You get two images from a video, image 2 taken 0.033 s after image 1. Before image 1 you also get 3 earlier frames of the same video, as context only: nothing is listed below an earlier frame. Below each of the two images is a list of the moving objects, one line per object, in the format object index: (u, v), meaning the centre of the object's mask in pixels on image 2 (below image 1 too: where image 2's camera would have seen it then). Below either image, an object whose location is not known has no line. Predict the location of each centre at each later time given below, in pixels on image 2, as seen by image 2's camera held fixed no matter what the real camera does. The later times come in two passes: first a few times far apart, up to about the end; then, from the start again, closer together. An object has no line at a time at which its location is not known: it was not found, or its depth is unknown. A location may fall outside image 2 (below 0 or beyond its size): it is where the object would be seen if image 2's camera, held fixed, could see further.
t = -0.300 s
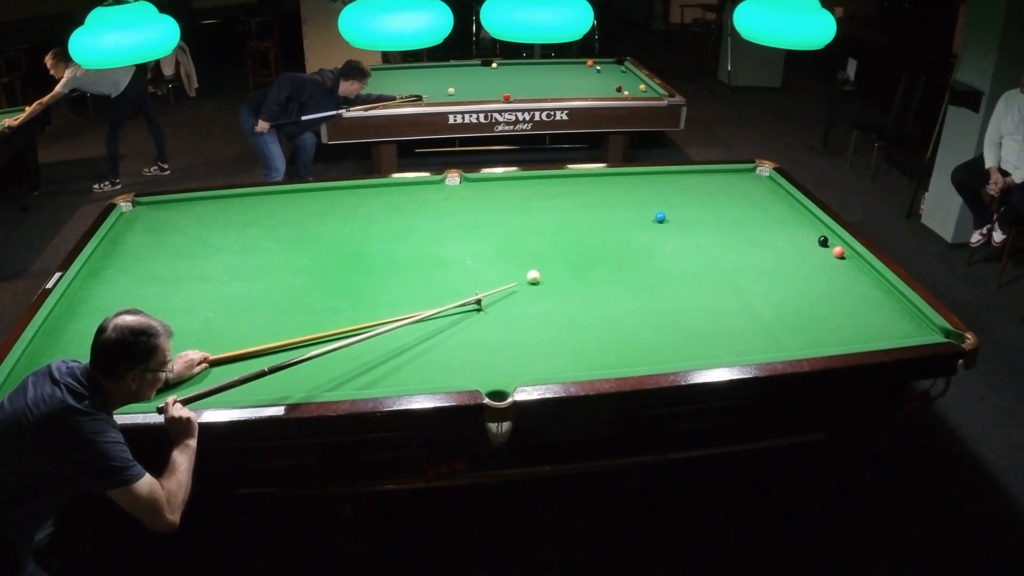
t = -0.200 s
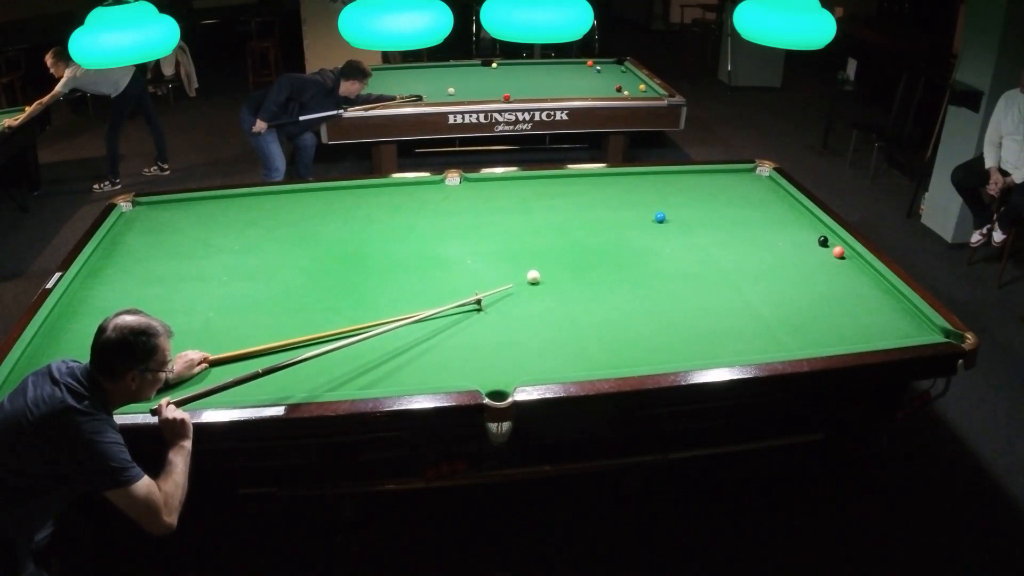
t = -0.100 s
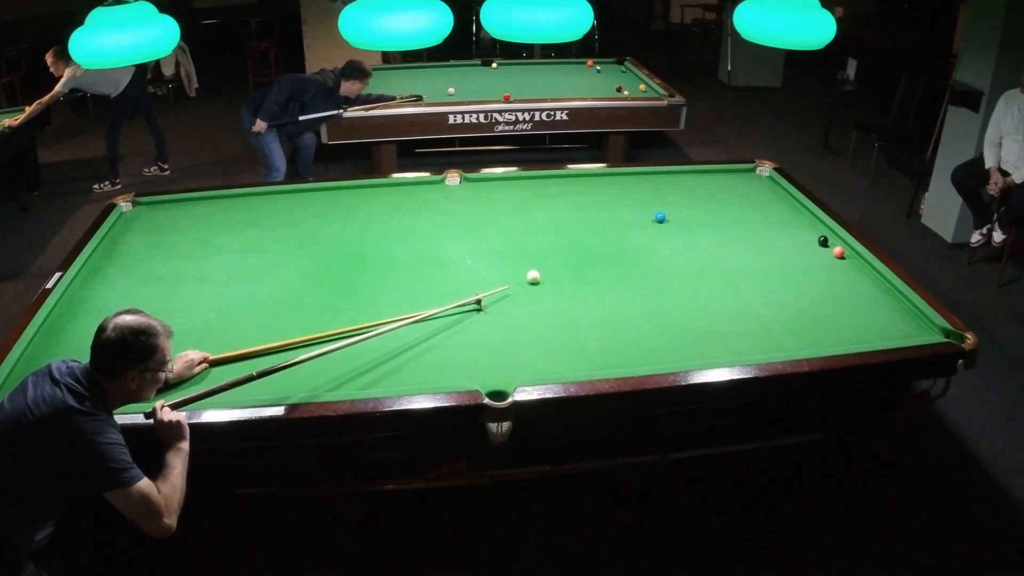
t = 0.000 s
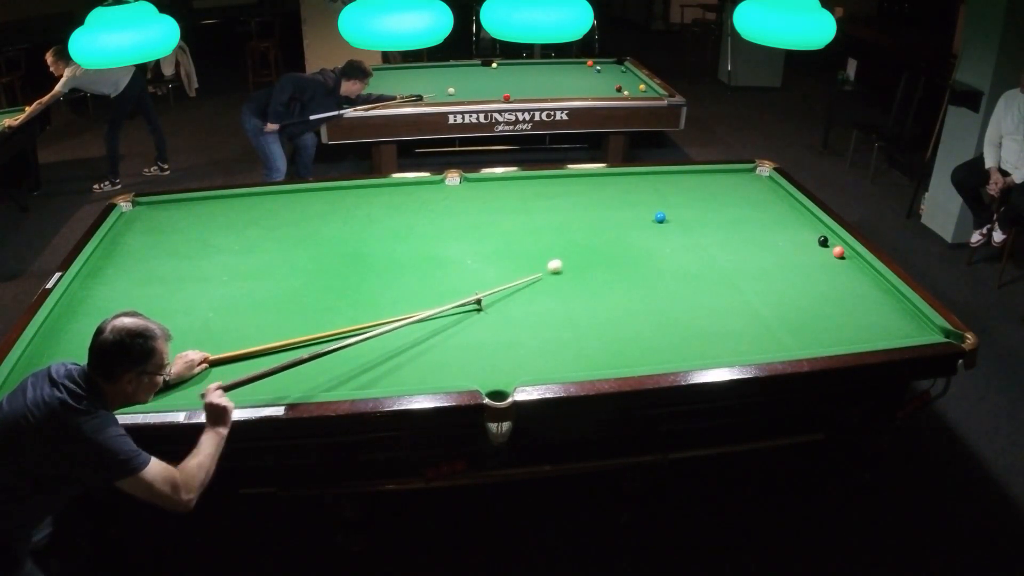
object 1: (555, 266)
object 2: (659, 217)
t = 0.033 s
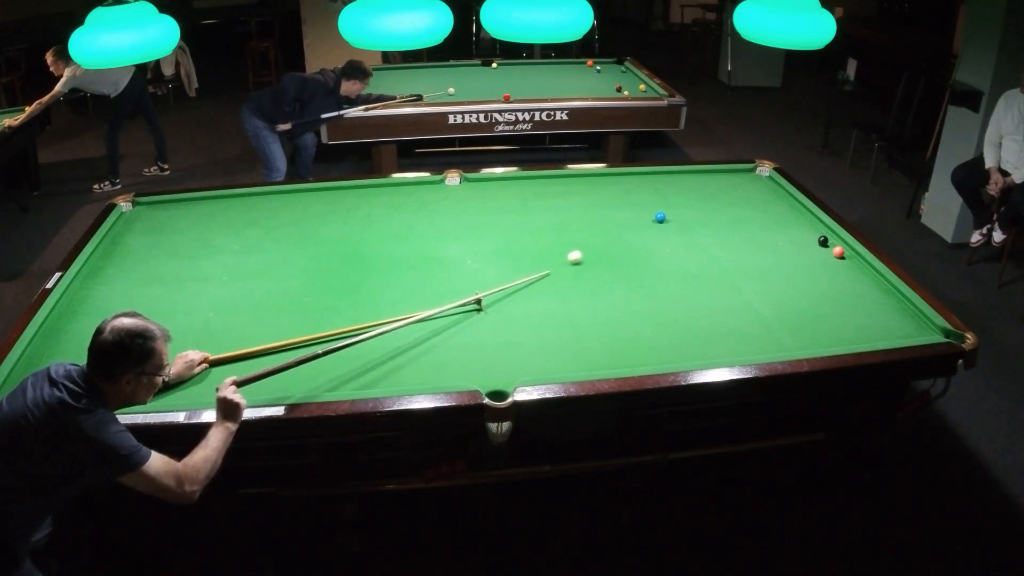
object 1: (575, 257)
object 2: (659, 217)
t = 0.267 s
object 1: (658, 221)
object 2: (677, 206)
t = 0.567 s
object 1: (674, 224)
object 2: (734, 172)
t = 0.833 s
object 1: (685, 225)
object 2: (766, 184)
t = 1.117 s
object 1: (695, 227)
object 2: (754, 204)
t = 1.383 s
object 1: (703, 228)
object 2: (741, 224)
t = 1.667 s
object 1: (709, 229)
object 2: (726, 248)
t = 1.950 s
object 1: (714, 230)
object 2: (709, 277)
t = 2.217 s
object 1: (717, 230)
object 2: (690, 305)
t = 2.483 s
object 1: (719, 230)
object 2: (670, 337)
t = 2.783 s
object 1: (719, 230)
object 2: (636, 359)
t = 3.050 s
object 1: (719, 230)
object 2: (593, 340)
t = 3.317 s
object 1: (719, 230)
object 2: (555, 322)
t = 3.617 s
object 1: (719, 230)
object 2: (516, 303)
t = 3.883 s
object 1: (719, 230)
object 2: (485, 289)
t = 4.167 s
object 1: (719, 230)
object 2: (457, 276)
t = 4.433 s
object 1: (719, 230)
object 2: (433, 264)
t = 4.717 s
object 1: (719, 230)
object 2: (410, 254)
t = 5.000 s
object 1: (719, 230)
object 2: (390, 244)
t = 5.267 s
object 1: (719, 230)
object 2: (374, 236)
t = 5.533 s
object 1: (719, 230)
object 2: (360, 229)
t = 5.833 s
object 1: (719, 230)
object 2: (346, 222)
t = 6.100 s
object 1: (719, 230)
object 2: (334, 216)
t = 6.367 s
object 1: (719, 230)
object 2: (325, 211)
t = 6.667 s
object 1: (719, 230)
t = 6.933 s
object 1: (719, 230)
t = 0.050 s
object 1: (584, 253)
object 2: (659, 218)
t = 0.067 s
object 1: (593, 249)
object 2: (659, 218)
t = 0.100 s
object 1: (610, 241)
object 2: (659, 218)
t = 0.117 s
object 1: (618, 237)
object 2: (659, 217)
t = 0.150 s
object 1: (634, 230)
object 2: (659, 217)
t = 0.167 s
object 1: (641, 227)
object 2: (659, 218)
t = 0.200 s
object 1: (654, 221)
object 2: (661, 216)
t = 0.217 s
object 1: (656, 221)
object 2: (665, 215)
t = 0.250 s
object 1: (658, 221)
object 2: (673, 209)
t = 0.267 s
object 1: (658, 221)
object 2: (677, 206)
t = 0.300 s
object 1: (660, 222)
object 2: (686, 201)
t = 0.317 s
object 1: (661, 222)
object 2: (690, 199)
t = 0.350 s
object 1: (663, 222)
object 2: (697, 195)
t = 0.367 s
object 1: (664, 222)
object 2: (701, 193)
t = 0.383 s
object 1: (665, 222)
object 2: (704, 191)
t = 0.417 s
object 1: (666, 223)
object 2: (710, 187)
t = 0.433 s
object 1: (667, 223)
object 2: (713, 185)
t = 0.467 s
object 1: (669, 223)
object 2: (719, 182)
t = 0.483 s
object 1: (670, 223)
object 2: (721, 180)
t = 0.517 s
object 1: (671, 223)
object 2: (726, 177)
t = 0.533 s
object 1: (672, 224)
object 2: (729, 175)
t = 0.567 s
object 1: (674, 224)
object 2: (734, 172)
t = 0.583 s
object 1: (674, 224)
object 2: (736, 171)
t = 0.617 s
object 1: (676, 224)
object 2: (744, 172)
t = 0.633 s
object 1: (677, 224)
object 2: (747, 173)
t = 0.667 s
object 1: (678, 224)
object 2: (755, 175)
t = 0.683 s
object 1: (679, 224)
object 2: (759, 176)
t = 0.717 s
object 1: (680, 225)
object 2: (765, 178)
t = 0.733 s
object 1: (681, 225)
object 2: (769, 179)
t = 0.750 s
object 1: (682, 225)
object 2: (769, 179)
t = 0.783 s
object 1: (683, 225)
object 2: (768, 181)
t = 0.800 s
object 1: (684, 225)
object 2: (767, 182)
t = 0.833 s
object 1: (685, 225)
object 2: (766, 184)
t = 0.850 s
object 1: (686, 225)
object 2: (765, 185)
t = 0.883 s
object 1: (687, 226)
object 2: (764, 187)
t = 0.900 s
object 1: (688, 226)
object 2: (763, 189)
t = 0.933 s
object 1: (689, 226)
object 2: (762, 192)
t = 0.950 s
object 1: (690, 226)
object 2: (761, 193)
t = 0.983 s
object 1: (691, 226)
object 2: (760, 194)
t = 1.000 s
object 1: (691, 226)
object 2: (759, 196)
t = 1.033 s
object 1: (692, 227)
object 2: (757, 198)
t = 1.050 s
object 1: (693, 227)
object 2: (757, 200)
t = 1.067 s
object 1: (694, 227)
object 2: (756, 201)
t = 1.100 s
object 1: (694, 227)
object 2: (755, 202)
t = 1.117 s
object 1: (695, 227)
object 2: (754, 204)
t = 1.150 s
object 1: (696, 227)
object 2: (753, 206)
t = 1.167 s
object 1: (697, 227)
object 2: (752, 208)
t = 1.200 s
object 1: (698, 227)
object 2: (750, 210)
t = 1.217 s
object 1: (698, 227)
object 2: (749, 211)
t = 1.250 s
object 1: (699, 228)
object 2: (748, 214)
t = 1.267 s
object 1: (700, 228)
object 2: (747, 215)
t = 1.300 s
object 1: (700, 228)
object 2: (745, 218)
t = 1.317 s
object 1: (701, 228)
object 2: (744, 219)
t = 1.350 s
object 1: (702, 228)
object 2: (743, 222)
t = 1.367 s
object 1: (702, 228)
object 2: (742, 223)
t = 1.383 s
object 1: (703, 228)
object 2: (741, 224)
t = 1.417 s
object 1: (704, 228)
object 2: (740, 227)
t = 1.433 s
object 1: (704, 228)
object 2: (739, 228)
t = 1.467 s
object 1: (705, 228)
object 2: (737, 231)
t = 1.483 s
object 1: (705, 228)
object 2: (736, 233)
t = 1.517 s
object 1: (706, 229)
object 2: (734, 235)
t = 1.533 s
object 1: (706, 229)
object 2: (733, 237)
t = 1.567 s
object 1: (707, 229)
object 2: (731, 240)
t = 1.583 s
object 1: (708, 229)
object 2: (731, 241)
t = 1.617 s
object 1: (708, 229)
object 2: (729, 244)
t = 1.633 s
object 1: (709, 229)
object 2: (728, 246)
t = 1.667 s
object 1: (709, 229)
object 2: (726, 248)
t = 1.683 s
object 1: (710, 229)
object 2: (725, 250)
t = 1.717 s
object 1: (710, 229)
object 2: (723, 253)
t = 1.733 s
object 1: (711, 229)
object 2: (722, 255)
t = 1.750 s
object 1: (711, 229)
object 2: (721, 256)
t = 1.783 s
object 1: (712, 229)
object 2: (719, 260)
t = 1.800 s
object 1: (712, 229)
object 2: (718, 262)
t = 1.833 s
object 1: (713, 229)
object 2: (716, 264)
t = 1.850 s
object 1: (713, 229)
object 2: (715, 266)
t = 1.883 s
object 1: (713, 230)
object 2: (713, 270)
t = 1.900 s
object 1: (713, 230)
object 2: (712, 271)
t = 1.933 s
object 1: (714, 230)
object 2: (710, 274)
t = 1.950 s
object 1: (714, 230)
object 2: (709, 277)
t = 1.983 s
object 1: (715, 230)
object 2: (706, 280)
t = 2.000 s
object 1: (715, 230)
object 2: (705, 281)
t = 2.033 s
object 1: (715, 230)
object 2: (703, 285)
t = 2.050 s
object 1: (716, 230)
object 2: (702, 287)
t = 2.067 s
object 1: (716, 230)
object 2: (701, 289)
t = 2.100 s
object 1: (716, 230)
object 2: (699, 292)
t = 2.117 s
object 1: (716, 230)
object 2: (697, 294)
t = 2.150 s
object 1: (717, 230)
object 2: (695, 298)
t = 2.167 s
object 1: (717, 230)
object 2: (694, 299)
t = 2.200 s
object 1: (717, 230)
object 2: (692, 303)
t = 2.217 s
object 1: (717, 230)
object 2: (690, 305)
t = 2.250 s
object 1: (718, 230)
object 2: (688, 309)
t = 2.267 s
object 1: (718, 230)
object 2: (687, 311)
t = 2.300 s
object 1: (718, 230)
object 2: (684, 315)
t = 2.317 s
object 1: (718, 230)
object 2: (683, 317)
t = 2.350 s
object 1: (719, 230)
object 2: (680, 321)
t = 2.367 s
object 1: (719, 230)
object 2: (679, 323)
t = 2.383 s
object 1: (719, 230)
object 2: (678, 325)
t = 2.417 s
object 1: (719, 230)
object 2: (675, 329)
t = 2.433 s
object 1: (719, 230)
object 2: (674, 331)
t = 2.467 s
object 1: (719, 230)
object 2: (671, 335)
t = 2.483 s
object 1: (719, 230)
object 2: (670, 337)
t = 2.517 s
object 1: (719, 230)
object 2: (667, 342)
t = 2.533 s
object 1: (719, 230)
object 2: (665, 344)
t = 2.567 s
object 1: (719, 230)
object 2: (663, 348)
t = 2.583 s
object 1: (719, 230)
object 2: (661, 351)
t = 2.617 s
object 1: (719, 230)
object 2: (658, 355)
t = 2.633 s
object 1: (719, 230)
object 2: (657, 357)
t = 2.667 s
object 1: (719, 230)
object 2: (654, 360)
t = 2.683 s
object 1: (719, 230)
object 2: (652, 361)
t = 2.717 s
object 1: (719, 230)
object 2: (648, 362)
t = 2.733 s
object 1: (719, 230)
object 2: (645, 362)
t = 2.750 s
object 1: (719, 230)
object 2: (642, 361)
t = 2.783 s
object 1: (719, 230)
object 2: (636, 359)
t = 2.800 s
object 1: (719, 230)
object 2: (633, 359)
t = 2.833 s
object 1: (719, 230)
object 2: (628, 356)
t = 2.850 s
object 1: (719, 230)
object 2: (625, 355)
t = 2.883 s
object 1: (719, 230)
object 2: (620, 352)
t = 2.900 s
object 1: (719, 230)
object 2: (617, 351)
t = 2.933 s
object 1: (719, 230)
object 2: (612, 349)
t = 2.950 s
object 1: (719, 230)
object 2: (609, 347)
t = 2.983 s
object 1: (719, 230)
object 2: (603, 344)
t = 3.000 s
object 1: (719, 230)
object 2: (601, 343)
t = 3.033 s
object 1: (719, 230)
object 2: (596, 341)
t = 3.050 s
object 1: (719, 230)
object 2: (593, 340)
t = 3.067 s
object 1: (719, 230)
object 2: (591, 338)
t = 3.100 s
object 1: (719, 230)
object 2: (586, 336)
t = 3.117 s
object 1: (719, 230)
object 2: (583, 335)
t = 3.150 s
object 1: (719, 230)
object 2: (578, 333)
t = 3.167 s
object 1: (719, 230)
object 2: (576, 331)
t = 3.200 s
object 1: (719, 230)
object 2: (571, 329)
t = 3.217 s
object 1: (719, 230)
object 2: (569, 328)
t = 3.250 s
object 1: (719, 230)
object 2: (564, 326)
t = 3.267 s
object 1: (719, 230)
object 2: (561, 325)
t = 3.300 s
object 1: (719, 230)
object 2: (557, 323)
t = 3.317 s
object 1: (719, 230)
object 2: (555, 322)
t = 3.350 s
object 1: (719, 230)
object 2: (550, 319)
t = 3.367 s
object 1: (719, 230)
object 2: (548, 318)
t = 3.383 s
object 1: (719, 230)
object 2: (545, 317)
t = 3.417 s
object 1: (719, 230)
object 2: (541, 315)
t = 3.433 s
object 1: (719, 230)
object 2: (539, 314)
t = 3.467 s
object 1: (719, 230)
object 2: (535, 312)
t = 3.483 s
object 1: (719, 230)
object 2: (532, 311)
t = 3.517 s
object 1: (719, 230)
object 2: (528, 309)
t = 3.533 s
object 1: (719, 230)
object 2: (526, 308)
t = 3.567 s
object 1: (719, 230)
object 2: (522, 306)
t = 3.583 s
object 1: (719, 230)
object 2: (520, 305)
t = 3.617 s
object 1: (719, 230)
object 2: (516, 303)
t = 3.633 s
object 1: (719, 230)
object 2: (514, 302)
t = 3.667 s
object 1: (719, 230)
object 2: (510, 301)
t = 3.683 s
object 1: (719, 230)
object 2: (508, 300)
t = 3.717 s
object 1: (719, 230)
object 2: (504, 298)
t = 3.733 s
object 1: (719, 230)
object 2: (502, 297)
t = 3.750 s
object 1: (719, 230)
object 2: (500, 296)
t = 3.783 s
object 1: (719, 230)
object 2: (496, 294)
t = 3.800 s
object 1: (719, 230)
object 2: (495, 294)
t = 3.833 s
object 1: (719, 230)
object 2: (491, 292)
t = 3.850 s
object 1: (719, 230)
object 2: (489, 291)
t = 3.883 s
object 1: (719, 230)
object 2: (485, 289)
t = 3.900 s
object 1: (719, 230)
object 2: (484, 288)
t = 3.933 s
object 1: (719, 230)
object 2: (480, 287)
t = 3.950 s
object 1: (719, 230)
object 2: (478, 286)
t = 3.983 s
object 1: (719, 230)
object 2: (475, 284)
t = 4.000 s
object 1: (719, 230)
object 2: (473, 283)
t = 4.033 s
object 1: (719, 230)
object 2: (470, 282)
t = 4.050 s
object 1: (719, 230)
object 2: (468, 281)
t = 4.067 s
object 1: (719, 230)
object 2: (467, 280)
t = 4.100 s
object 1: (719, 230)
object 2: (463, 279)
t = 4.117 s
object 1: (719, 230)
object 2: (461, 278)
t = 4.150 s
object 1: (719, 230)
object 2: (458, 276)
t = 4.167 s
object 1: (719, 230)
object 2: (457, 276)
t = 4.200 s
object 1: (719, 230)
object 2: (454, 274)
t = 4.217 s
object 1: (719, 230)
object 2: (452, 273)
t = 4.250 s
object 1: (719, 230)
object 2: (449, 272)
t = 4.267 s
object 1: (719, 230)
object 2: (447, 271)
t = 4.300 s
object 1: (719, 230)
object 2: (444, 269)
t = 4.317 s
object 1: (719, 230)
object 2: (443, 269)
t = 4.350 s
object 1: (719, 230)
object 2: (440, 268)
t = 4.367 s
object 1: (719, 230)
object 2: (438, 267)
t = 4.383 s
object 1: (719, 230)
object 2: (437, 266)
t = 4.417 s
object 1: (719, 230)
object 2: (434, 265)
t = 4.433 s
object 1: (719, 230)
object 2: (433, 264)
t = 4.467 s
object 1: (719, 230)
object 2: (430, 263)
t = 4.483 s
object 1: (719, 230)
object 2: (428, 262)
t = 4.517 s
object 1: (719, 230)
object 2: (426, 261)
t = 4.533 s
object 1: (719, 230)
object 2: (425, 261)
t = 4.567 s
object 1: (719, 230)
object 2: (422, 259)
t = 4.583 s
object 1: (719, 230)
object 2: (420, 259)
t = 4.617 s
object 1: (719, 230)
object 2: (418, 257)
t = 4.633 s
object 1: (719, 230)
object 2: (416, 257)
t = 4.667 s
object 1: (719, 230)
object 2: (414, 255)
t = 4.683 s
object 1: (719, 230)
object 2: (413, 255)
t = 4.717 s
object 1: (719, 230)
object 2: (410, 254)
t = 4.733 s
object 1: (719, 230)
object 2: (409, 253)
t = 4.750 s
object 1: (719, 230)
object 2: (408, 253)
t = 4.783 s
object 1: (719, 230)
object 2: (405, 251)
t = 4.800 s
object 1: (719, 230)
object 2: (404, 251)
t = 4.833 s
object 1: (719, 230)
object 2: (402, 250)
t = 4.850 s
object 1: (719, 230)
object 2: (400, 249)
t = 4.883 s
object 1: (719, 230)
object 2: (398, 248)
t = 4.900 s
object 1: (719, 230)
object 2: (397, 247)
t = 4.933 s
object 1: (719, 230)
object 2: (395, 246)
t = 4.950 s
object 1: (719, 230)
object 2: (394, 246)
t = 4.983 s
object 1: (719, 230)
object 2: (392, 245)
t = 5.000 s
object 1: (719, 230)
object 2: (390, 244)
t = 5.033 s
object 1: (719, 230)
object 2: (388, 243)
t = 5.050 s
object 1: (719, 230)
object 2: (387, 243)
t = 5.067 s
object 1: (719, 230)
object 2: (386, 242)
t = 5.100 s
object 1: (719, 230)
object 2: (384, 241)
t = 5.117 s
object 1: (719, 230)
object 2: (383, 240)
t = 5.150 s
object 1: (719, 230)
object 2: (381, 240)
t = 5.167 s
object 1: (719, 230)
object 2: (380, 239)
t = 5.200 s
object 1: (719, 230)
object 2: (378, 238)
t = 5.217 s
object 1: (719, 230)
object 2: (377, 238)
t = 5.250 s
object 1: (719, 230)
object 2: (375, 236)
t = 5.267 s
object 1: (719, 230)
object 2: (374, 236)
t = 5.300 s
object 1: (719, 230)
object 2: (372, 235)
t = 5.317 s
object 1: (719, 230)
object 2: (371, 235)
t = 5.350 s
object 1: (719, 230)
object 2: (369, 234)
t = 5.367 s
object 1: (719, 230)
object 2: (368, 233)
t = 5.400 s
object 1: (719, 230)
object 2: (367, 232)
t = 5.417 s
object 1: (719, 230)
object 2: (366, 232)
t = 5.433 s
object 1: (719, 230)
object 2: (365, 231)
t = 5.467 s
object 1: (719, 230)
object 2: (363, 230)
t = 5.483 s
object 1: (719, 230)
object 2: (362, 230)
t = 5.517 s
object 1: (719, 230)
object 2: (360, 229)
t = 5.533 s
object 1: (719, 230)
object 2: (360, 229)
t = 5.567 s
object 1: (719, 230)
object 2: (358, 228)
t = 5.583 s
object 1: (719, 230)
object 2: (357, 228)
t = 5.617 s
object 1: (719, 230)
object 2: (355, 227)
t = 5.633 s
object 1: (719, 230)
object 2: (354, 226)
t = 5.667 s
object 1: (719, 230)
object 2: (353, 226)
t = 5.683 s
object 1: (719, 230)
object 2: (352, 225)
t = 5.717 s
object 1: (719, 230)
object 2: (351, 224)
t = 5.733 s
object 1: (719, 230)
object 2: (350, 224)
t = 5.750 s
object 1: (719, 230)
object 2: (349, 224)
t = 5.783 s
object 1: (719, 230)
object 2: (347, 223)
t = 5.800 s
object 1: (719, 230)
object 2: (347, 222)
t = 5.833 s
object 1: (719, 230)
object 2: (346, 222)
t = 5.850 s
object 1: (719, 230)
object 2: (345, 221)
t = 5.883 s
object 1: (719, 230)
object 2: (343, 221)
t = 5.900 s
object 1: (719, 230)
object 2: (343, 220)
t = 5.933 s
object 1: (719, 230)
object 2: (341, 220)
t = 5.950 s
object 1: (719, 230)
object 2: (340, 219)
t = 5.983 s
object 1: (719, 230)
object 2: (339, 218)
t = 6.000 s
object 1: (719, 230)
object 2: (338, 218)
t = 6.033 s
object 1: (719, 230)
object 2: (337, 218)
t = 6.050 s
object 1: (719, 230)
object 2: (336, 217)
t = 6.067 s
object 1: (719, 230)
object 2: (336, 217)
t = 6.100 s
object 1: (719, 230)
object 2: (334, 216)
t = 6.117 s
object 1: (719, 230)
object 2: (334, 216)
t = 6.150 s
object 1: (719, 230)
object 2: (332, 215)
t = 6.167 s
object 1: (719, 230)
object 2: (332, 215)
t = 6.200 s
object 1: (719, 230)
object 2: (331, 214)
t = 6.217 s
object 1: (719, 230)
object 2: (330, 214)
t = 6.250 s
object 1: (719, 230)
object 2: (329, 213)
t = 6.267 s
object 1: (719, 230)
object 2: (328, 213)
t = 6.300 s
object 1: (719, 230)
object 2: (327, 212)
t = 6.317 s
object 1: (719, 230)
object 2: (327, 212)
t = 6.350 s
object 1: (719, 230)
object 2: (325, 211)
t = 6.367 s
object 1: (719, 230)
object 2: (325, 211)
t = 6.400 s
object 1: (719, 230)
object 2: (324, 211)
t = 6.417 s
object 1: (719, 230)
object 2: (324, 210)
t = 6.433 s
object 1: (719, 230)
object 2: (323, 210)
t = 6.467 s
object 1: (719, 230)
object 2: (322, 210)
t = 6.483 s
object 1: (719, 230)
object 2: (321, 209)
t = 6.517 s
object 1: (719, 230)
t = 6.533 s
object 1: (719, 230)
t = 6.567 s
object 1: (719, 230)
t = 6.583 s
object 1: (719, 230)
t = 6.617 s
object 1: (719, 230)
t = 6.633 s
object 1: (719, 230)
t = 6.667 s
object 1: (719, 230)
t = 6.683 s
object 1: (719, 230)
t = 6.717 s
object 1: (719, 230)
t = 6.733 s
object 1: (719, 230)
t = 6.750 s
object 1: (719, 230)
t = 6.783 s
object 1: (719, 230)
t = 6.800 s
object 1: (719, 230)
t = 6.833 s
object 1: (719, 230)
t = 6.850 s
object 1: (719, 230)
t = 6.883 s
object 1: (719, 230)
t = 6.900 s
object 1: (719, 230)
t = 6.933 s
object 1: (719, 230)
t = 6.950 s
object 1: (719, 230)
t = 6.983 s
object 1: (719, 230)
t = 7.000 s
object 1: (719, 230)
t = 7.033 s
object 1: (719, 230)
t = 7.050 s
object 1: (719, 230)
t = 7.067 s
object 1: (719, 230)
